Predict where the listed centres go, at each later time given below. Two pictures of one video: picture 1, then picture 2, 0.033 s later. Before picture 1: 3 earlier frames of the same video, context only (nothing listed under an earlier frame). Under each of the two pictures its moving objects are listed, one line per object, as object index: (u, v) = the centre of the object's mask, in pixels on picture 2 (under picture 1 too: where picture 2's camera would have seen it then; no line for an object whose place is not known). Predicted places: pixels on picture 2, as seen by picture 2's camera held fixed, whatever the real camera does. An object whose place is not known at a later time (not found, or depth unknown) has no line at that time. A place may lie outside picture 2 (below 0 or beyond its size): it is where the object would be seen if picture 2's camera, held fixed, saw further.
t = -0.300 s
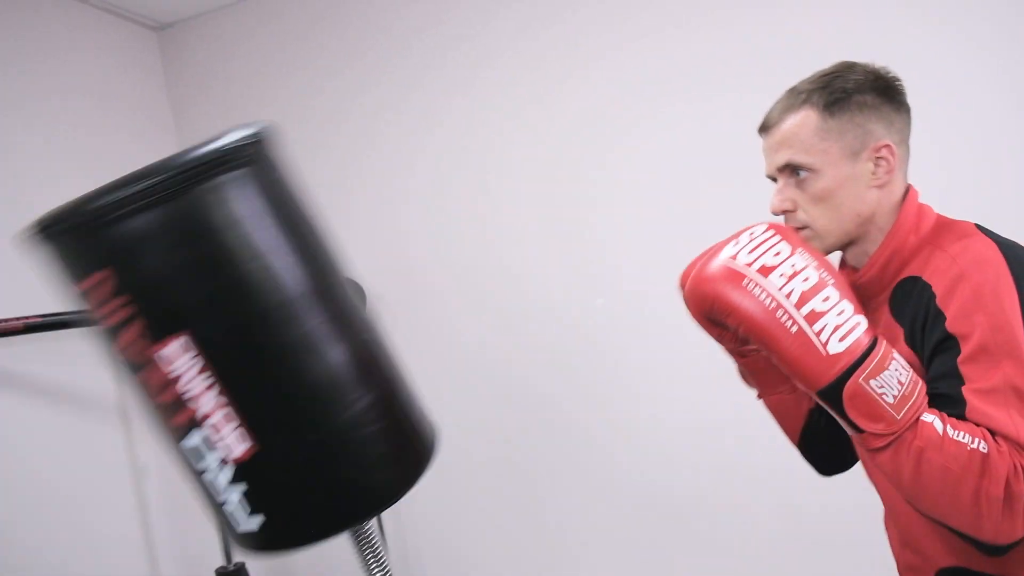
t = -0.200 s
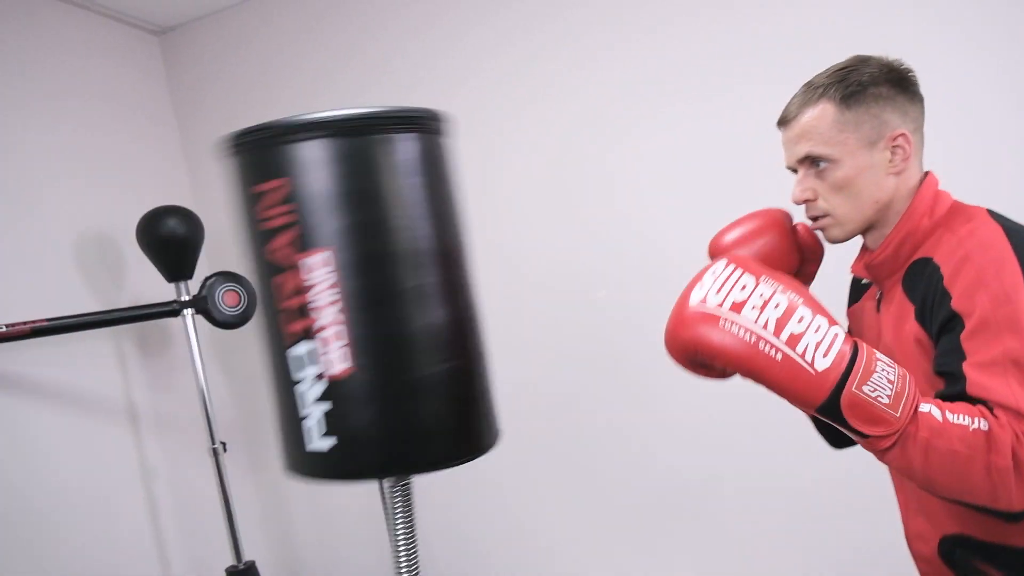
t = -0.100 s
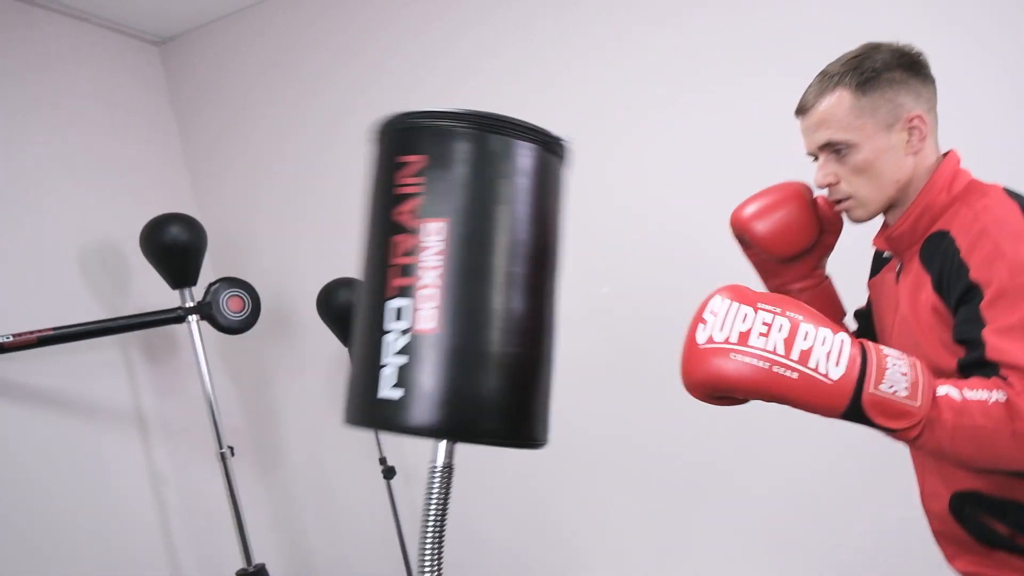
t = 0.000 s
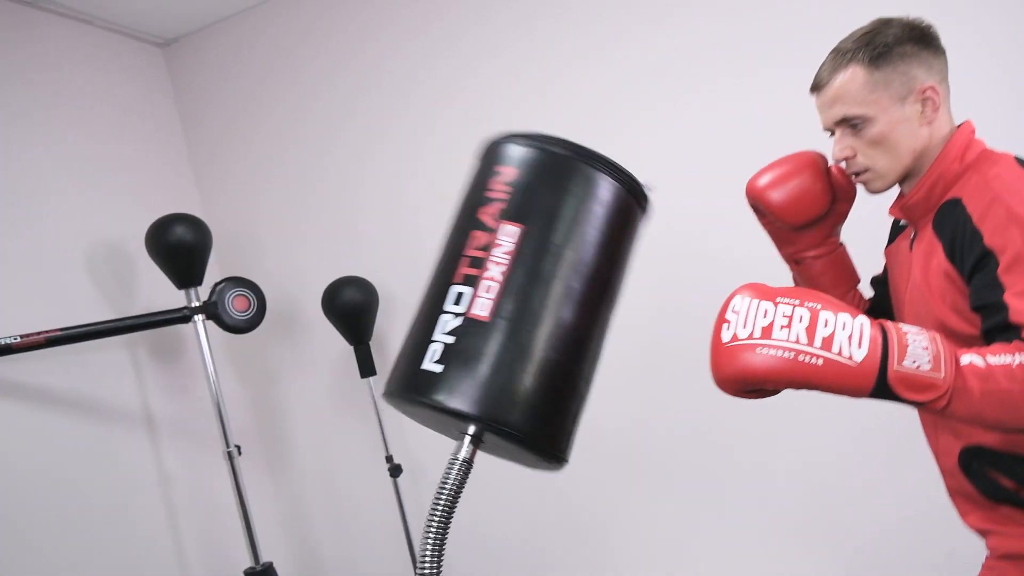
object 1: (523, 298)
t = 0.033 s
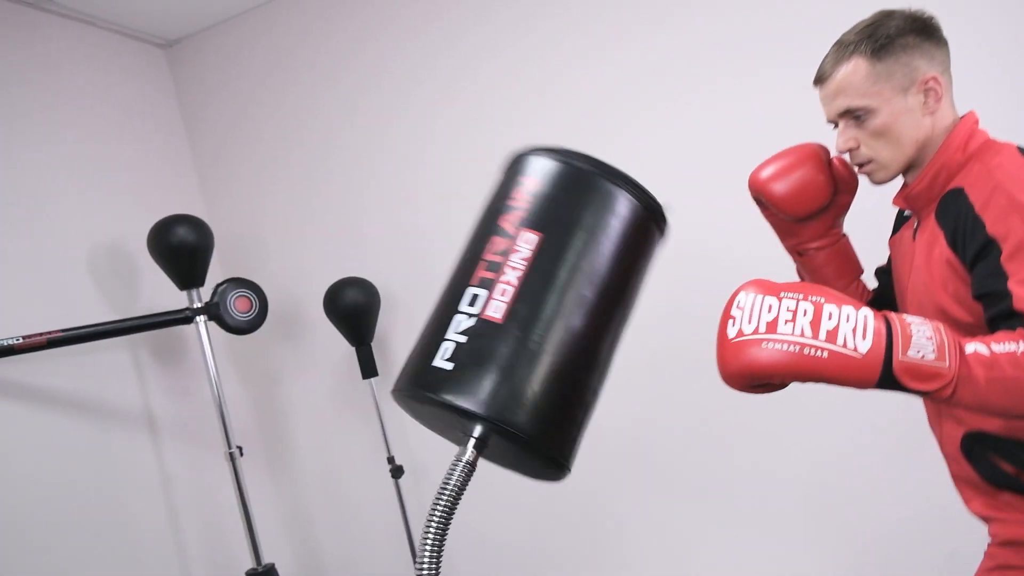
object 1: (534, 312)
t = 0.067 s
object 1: (543, 325)
